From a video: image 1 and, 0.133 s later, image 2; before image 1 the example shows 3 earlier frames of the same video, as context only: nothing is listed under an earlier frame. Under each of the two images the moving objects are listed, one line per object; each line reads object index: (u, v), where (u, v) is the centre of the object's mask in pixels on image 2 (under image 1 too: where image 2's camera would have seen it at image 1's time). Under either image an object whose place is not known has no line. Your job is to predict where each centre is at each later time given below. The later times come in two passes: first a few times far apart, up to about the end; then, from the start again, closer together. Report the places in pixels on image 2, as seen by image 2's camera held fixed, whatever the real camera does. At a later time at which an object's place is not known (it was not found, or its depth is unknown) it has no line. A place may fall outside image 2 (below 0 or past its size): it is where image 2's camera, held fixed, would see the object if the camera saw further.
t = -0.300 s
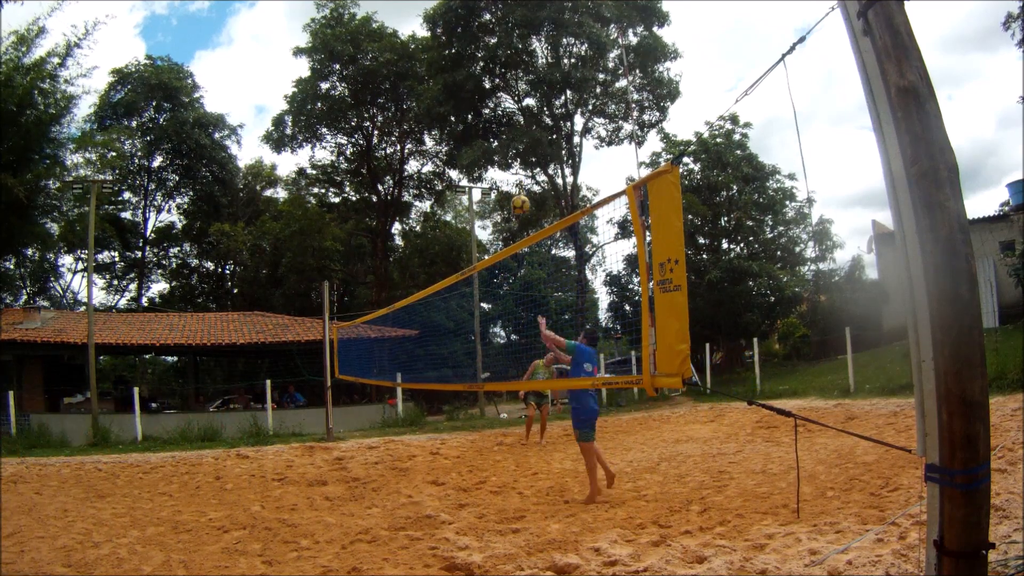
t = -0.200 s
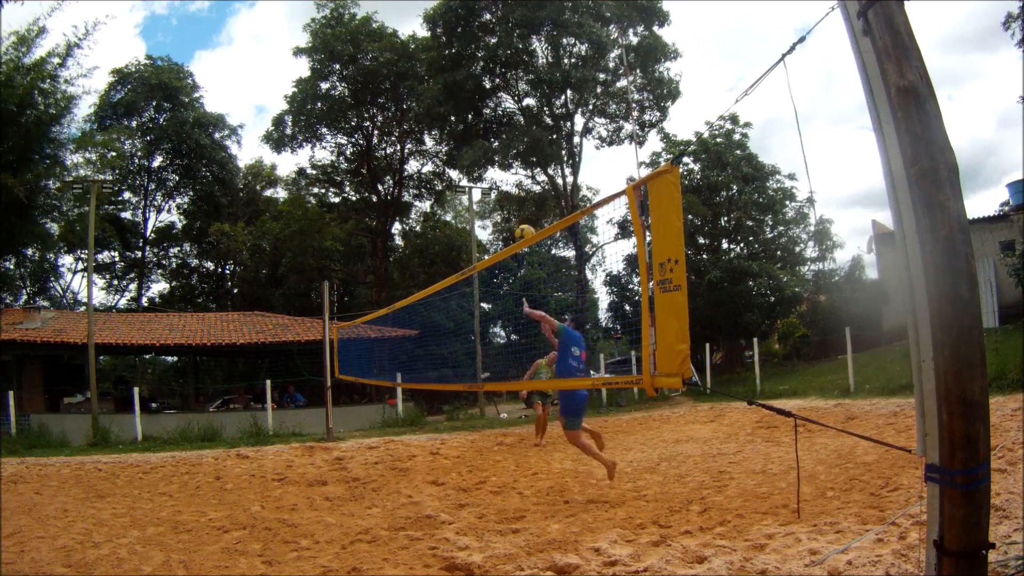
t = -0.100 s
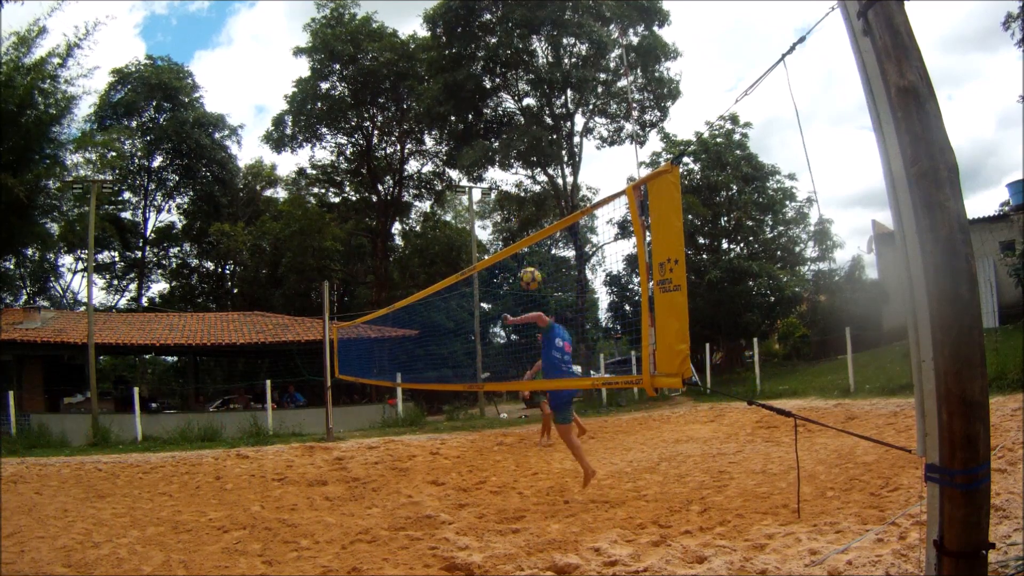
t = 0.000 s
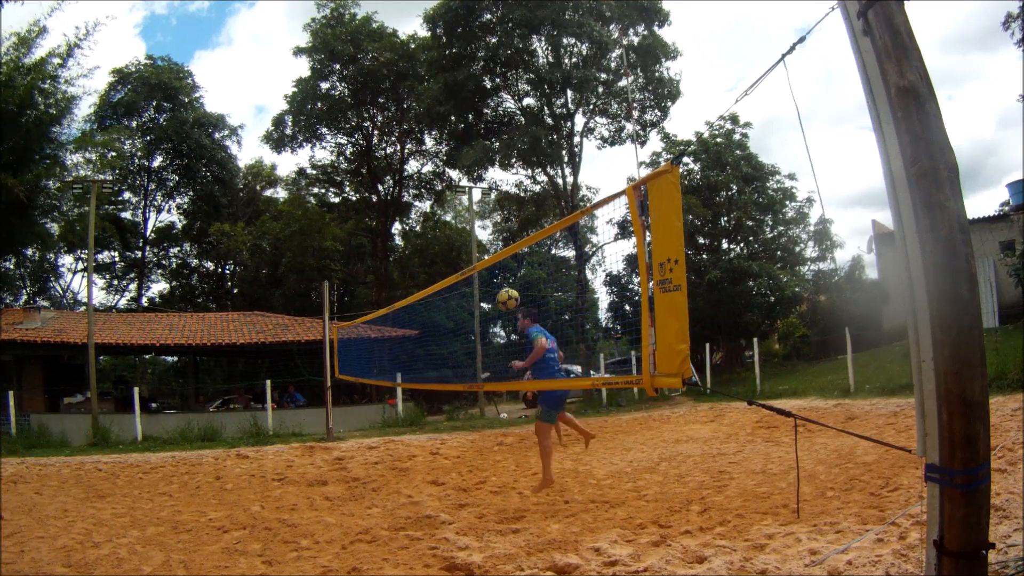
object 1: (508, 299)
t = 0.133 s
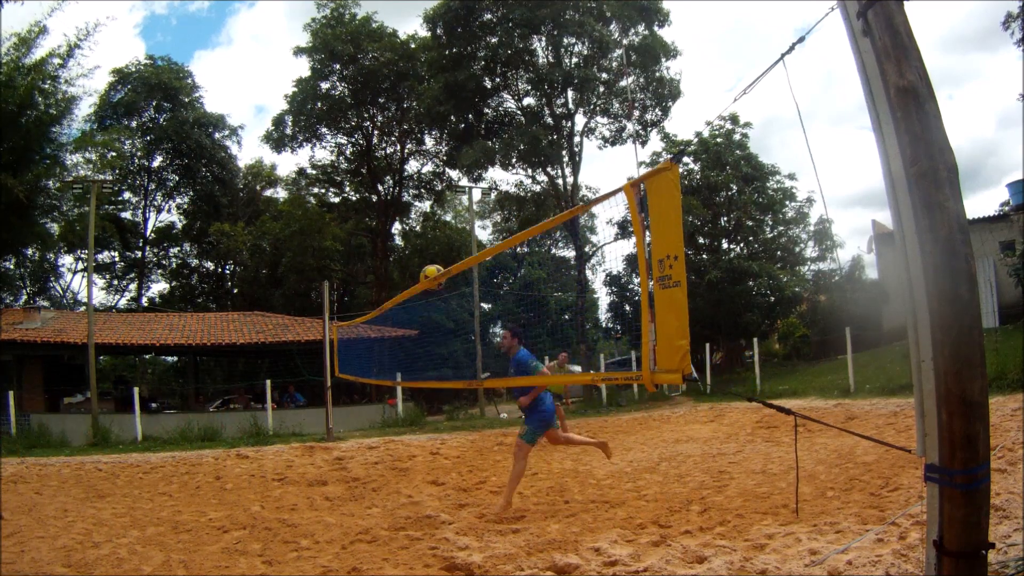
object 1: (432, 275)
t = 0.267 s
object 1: (412, 259)
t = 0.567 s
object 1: (358, 295)
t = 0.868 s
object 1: (295, 513)
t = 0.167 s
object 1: (426, 270)
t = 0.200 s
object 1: (421, 267)
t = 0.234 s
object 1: (416, 262)
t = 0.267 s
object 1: (412, 259)
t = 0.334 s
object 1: (400, 255)
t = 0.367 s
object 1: (395, 256)
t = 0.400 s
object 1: (390, 258)
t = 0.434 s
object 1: (384, 262)
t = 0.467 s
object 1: (377, 267)
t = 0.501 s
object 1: (371, 274)
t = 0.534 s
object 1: (365, 284)
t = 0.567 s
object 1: (358, 295)
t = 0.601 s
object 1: (351, 307)
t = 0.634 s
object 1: (344, 323)
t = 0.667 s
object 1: (337, 342)
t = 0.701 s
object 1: (330, 364)
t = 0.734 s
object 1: (323, 388)
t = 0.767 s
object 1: (315, 415)
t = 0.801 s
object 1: (308, 445)
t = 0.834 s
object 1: (301, 478)
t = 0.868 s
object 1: (295, 513)
